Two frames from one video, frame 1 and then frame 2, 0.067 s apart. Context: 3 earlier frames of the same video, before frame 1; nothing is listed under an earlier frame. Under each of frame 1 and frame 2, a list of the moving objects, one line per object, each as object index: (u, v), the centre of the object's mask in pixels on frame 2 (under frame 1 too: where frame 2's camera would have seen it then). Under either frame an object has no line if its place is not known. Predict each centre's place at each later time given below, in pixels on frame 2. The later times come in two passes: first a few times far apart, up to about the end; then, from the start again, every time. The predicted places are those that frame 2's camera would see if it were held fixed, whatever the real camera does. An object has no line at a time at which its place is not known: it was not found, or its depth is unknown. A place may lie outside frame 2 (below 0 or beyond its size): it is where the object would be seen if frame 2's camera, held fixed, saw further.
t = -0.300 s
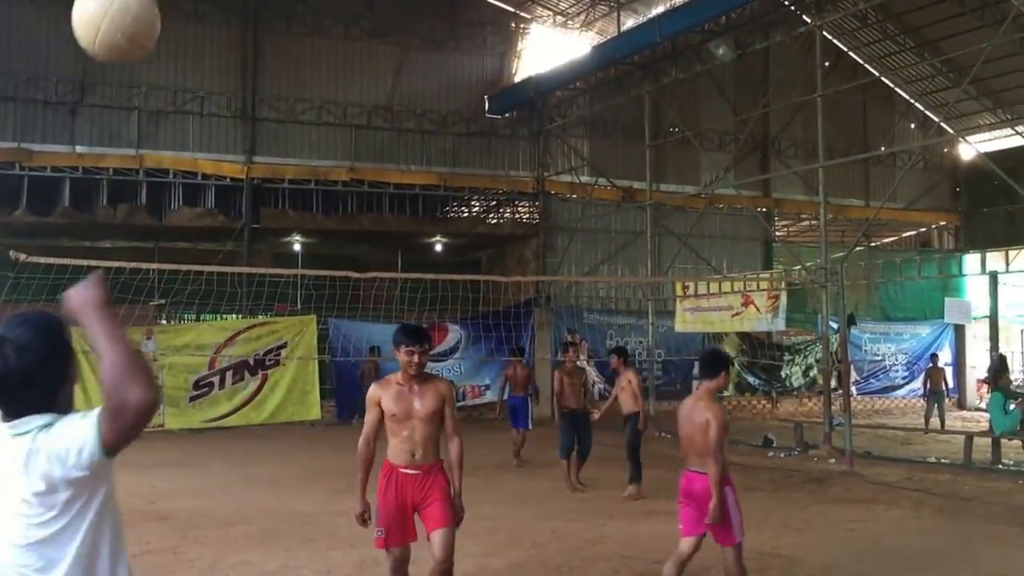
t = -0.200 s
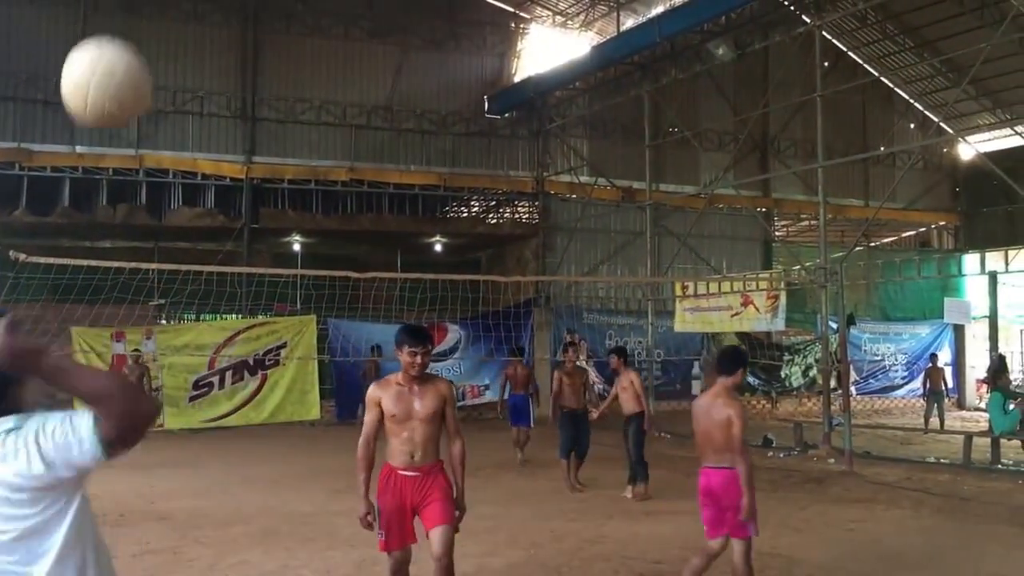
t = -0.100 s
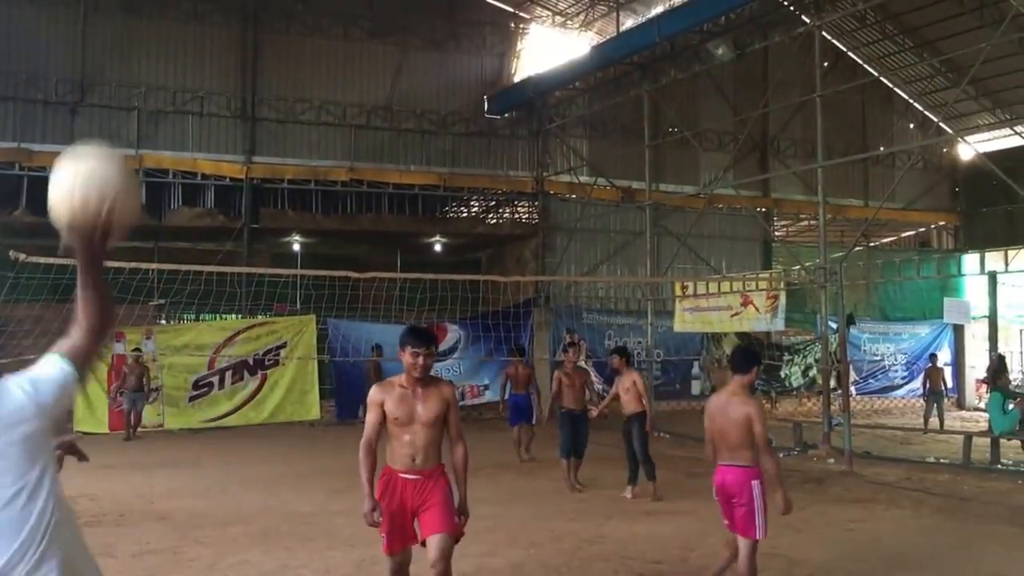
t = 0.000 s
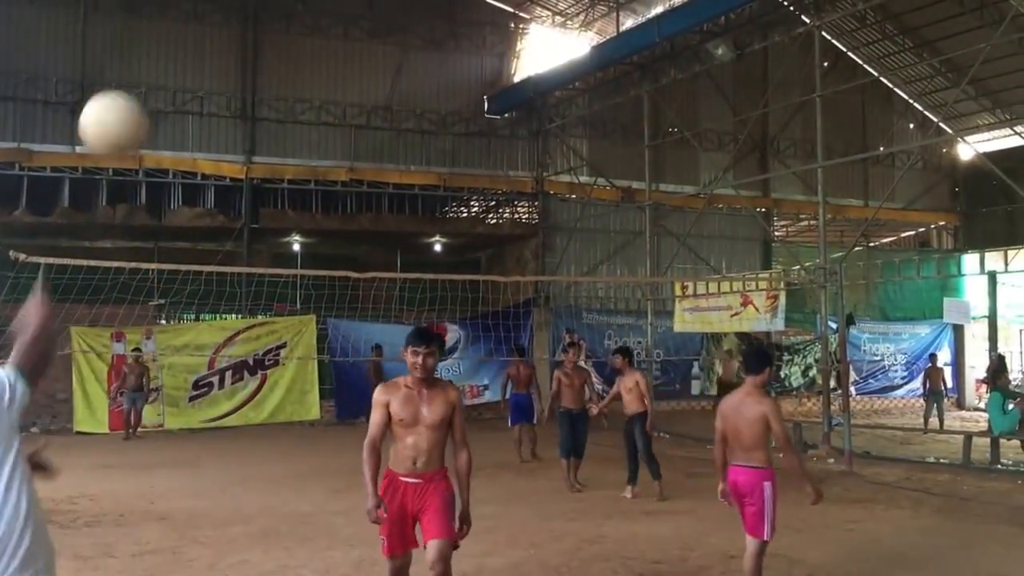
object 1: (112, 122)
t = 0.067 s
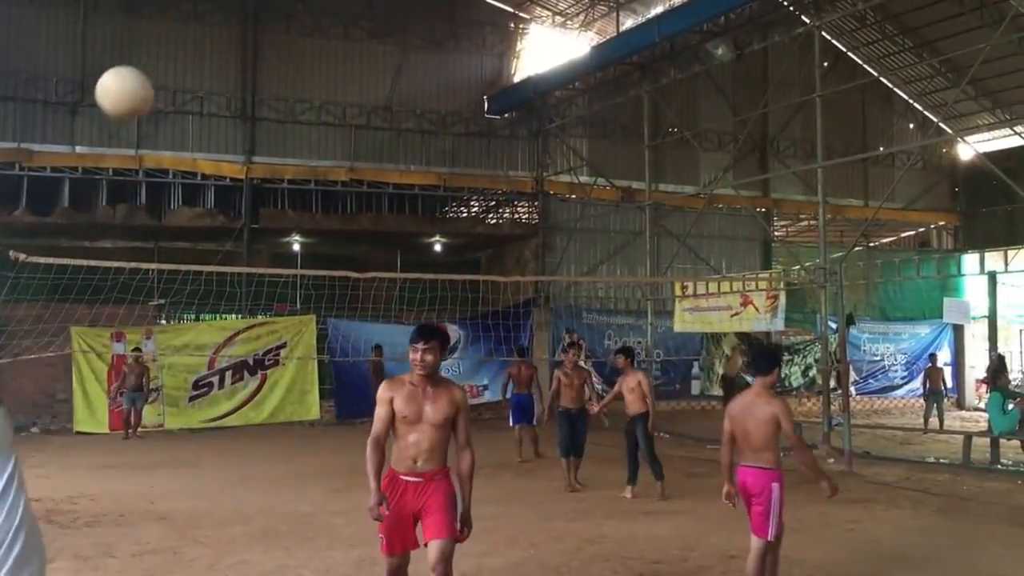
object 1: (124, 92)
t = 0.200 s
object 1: (136, 77)
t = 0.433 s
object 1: (147, 116)
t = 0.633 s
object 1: (157, 178)
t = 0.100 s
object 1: (128, 84)
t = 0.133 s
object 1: (131, 79)
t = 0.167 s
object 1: (134, 77)
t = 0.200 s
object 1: (136, 77)
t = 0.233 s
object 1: (138, 78)
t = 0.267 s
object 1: (140, 81)
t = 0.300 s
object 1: (141, 85)
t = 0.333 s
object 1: (143, 92)
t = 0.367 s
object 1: (144, 99)
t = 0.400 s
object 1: (146, 107)
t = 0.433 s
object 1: (147, 116)
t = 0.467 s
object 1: (149, 125)
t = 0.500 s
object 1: (152, 134)
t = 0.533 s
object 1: (153, 144)
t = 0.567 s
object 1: (153, 154)
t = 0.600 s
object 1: (155, 166)
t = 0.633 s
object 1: (157, 178)
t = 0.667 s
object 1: (159, 190)
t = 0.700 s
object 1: (160, 202)
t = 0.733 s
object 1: (161, 213)
